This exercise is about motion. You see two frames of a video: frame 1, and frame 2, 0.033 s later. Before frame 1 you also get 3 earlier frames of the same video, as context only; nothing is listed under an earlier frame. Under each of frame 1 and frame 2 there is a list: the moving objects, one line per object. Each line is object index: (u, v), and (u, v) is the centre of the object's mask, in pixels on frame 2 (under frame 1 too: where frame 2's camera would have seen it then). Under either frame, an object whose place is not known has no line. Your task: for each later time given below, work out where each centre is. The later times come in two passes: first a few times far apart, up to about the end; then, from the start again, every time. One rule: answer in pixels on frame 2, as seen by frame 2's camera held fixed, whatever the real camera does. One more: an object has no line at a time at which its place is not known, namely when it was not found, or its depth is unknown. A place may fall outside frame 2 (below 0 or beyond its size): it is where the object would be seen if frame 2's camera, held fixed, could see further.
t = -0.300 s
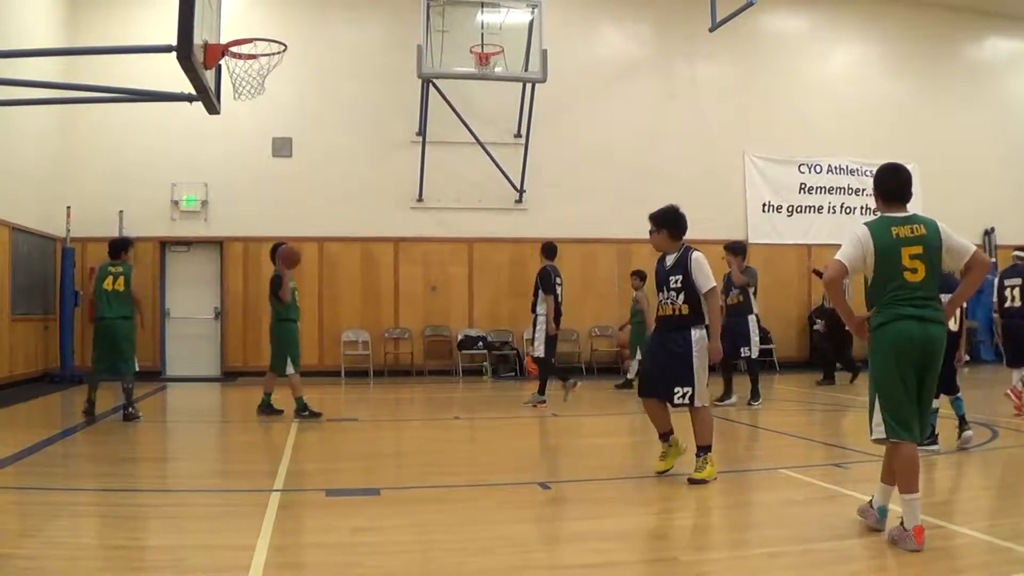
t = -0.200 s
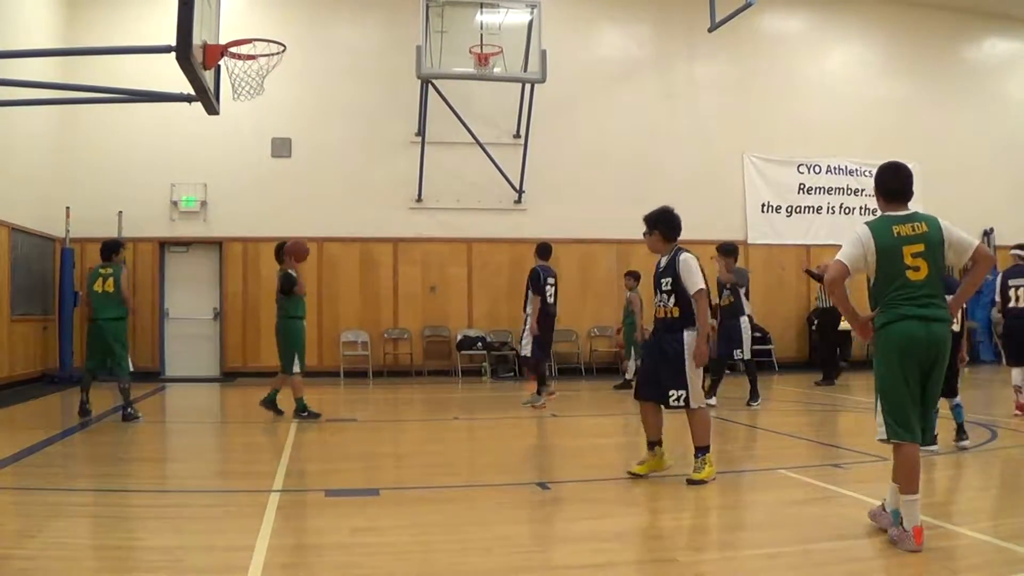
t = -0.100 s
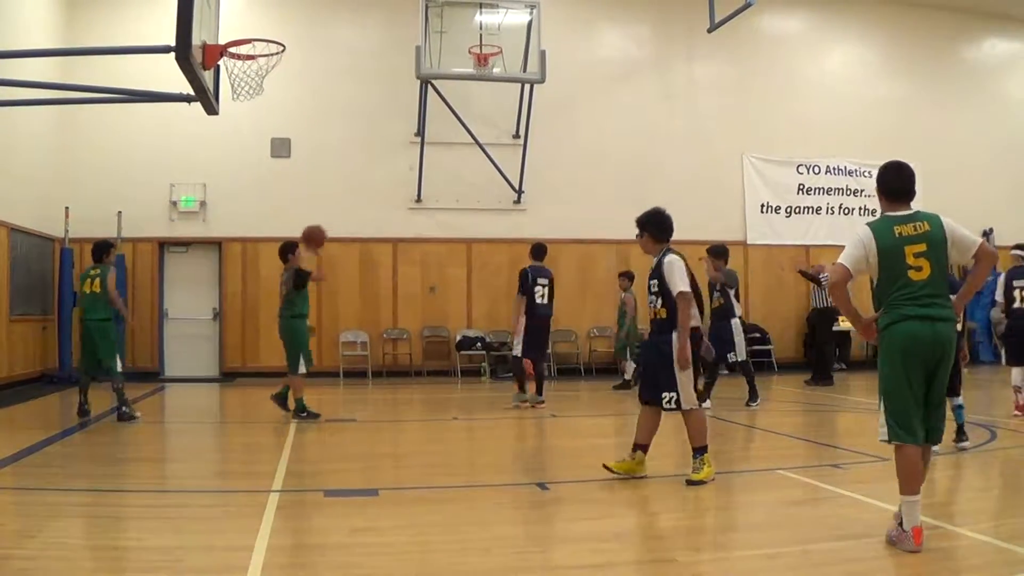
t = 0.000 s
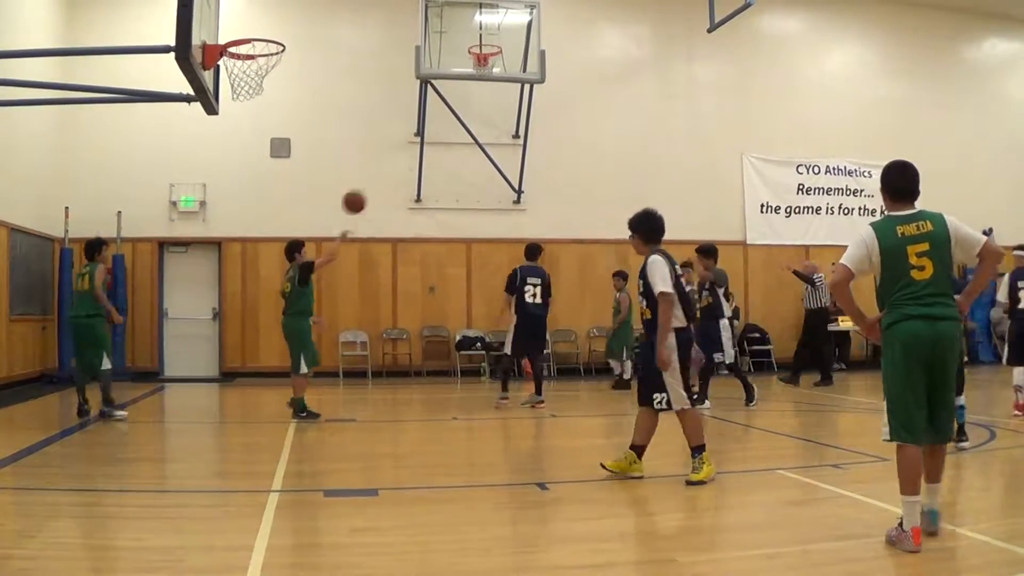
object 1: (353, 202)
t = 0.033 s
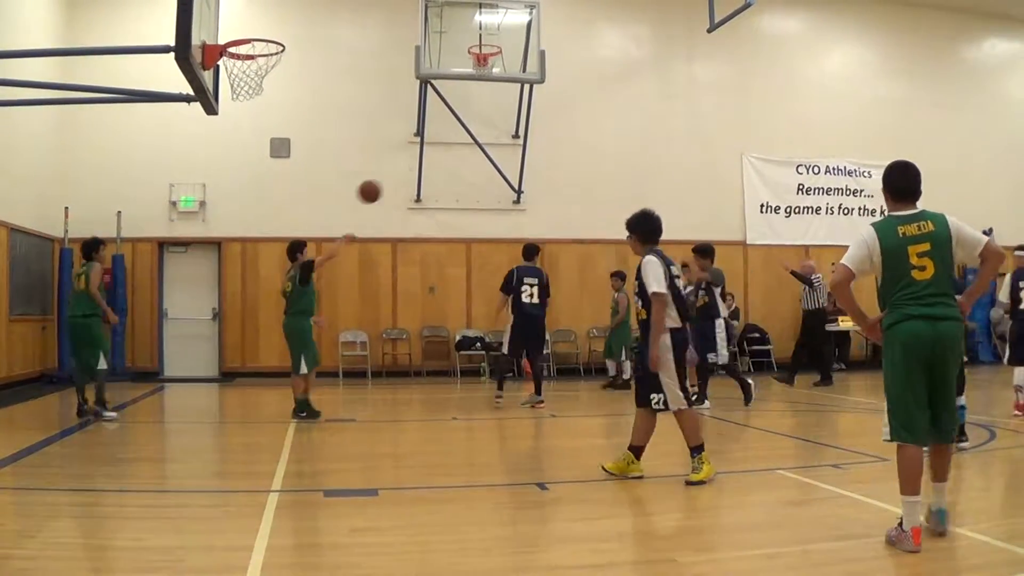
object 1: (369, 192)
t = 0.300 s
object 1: (484, 150)
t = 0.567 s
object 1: (583, 173)
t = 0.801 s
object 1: (661, 238)
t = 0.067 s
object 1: (384, 182)
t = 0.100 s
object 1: (400, 174)
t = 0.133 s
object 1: (414, 167)
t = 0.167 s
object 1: (429, 162)
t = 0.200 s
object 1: (444, 157)
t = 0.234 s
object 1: (457, 154)
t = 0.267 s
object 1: (470, 151)
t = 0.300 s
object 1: (484, 150)
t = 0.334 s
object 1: (498, 149)
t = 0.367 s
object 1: (511, 150)
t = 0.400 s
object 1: (523, 151)
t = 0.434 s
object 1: (536, 154)
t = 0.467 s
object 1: (548, 158)
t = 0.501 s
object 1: (560, 162)
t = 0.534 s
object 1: (572, 167)
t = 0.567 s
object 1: (583, 173)
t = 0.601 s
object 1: (595, 180)
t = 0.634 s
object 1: (607, 188)
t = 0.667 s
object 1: (618, 196)
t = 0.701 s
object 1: (629, 206)
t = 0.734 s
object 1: (640, 216)
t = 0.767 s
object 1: (650, 227)
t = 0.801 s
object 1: (661, 238)
